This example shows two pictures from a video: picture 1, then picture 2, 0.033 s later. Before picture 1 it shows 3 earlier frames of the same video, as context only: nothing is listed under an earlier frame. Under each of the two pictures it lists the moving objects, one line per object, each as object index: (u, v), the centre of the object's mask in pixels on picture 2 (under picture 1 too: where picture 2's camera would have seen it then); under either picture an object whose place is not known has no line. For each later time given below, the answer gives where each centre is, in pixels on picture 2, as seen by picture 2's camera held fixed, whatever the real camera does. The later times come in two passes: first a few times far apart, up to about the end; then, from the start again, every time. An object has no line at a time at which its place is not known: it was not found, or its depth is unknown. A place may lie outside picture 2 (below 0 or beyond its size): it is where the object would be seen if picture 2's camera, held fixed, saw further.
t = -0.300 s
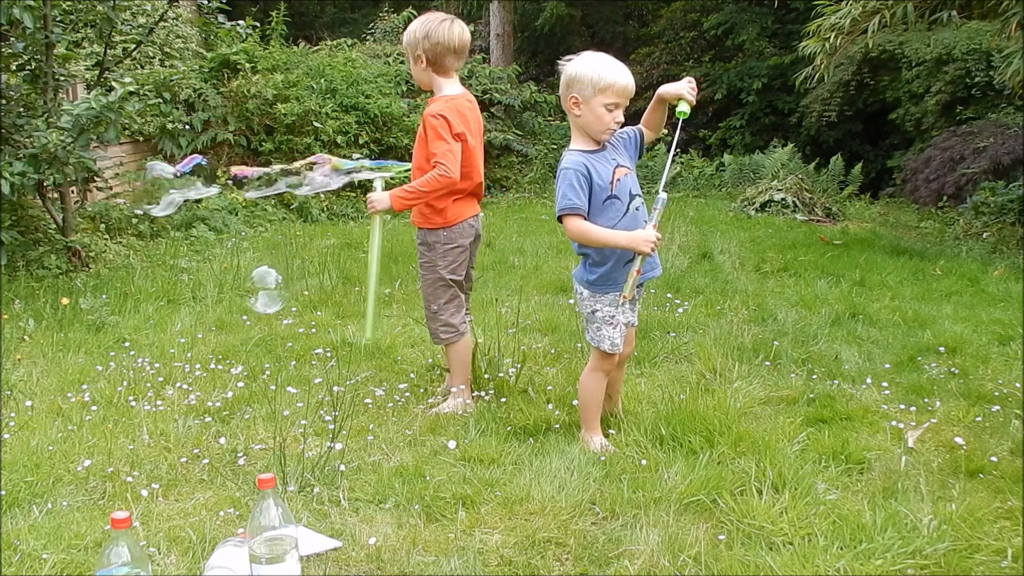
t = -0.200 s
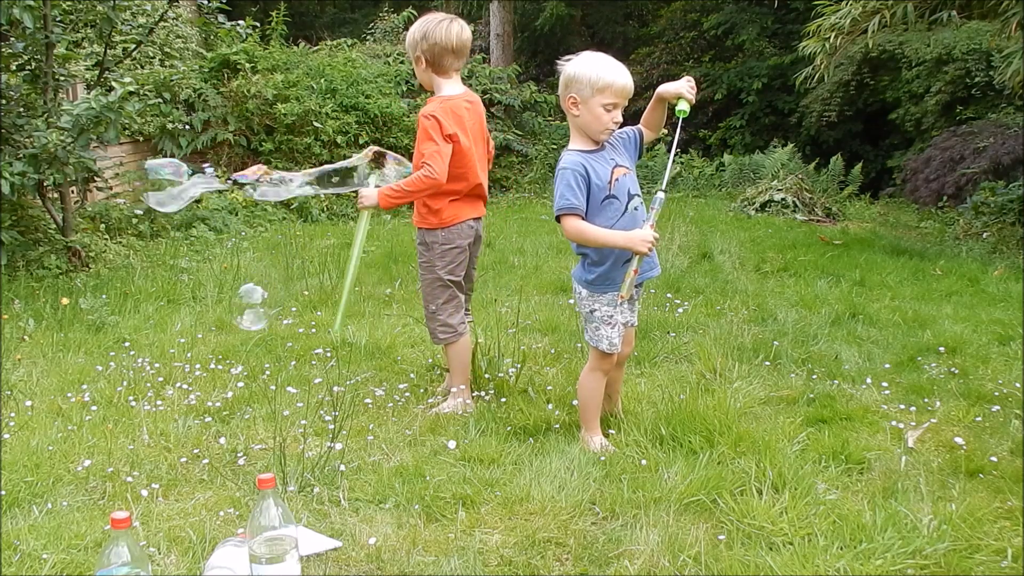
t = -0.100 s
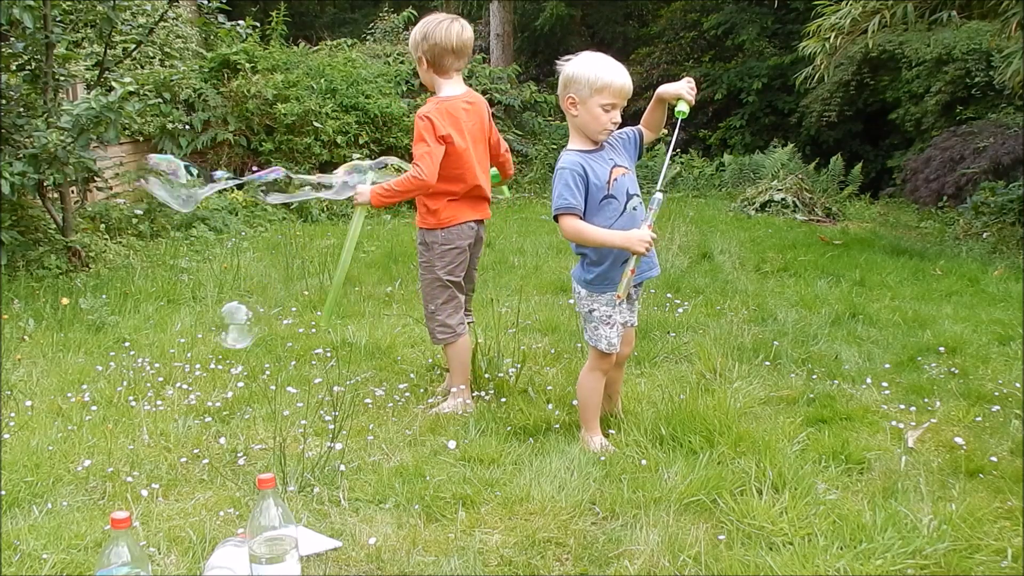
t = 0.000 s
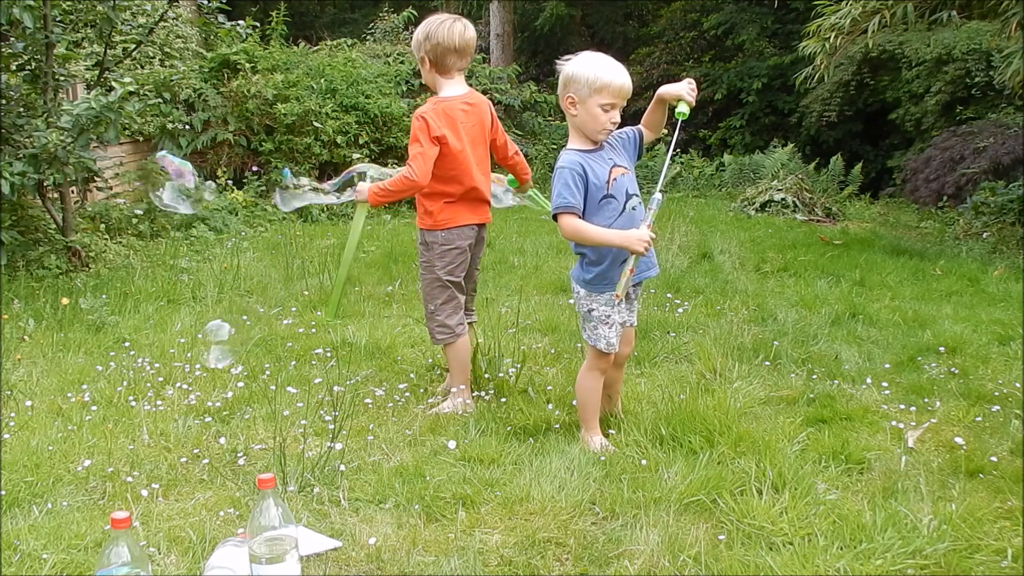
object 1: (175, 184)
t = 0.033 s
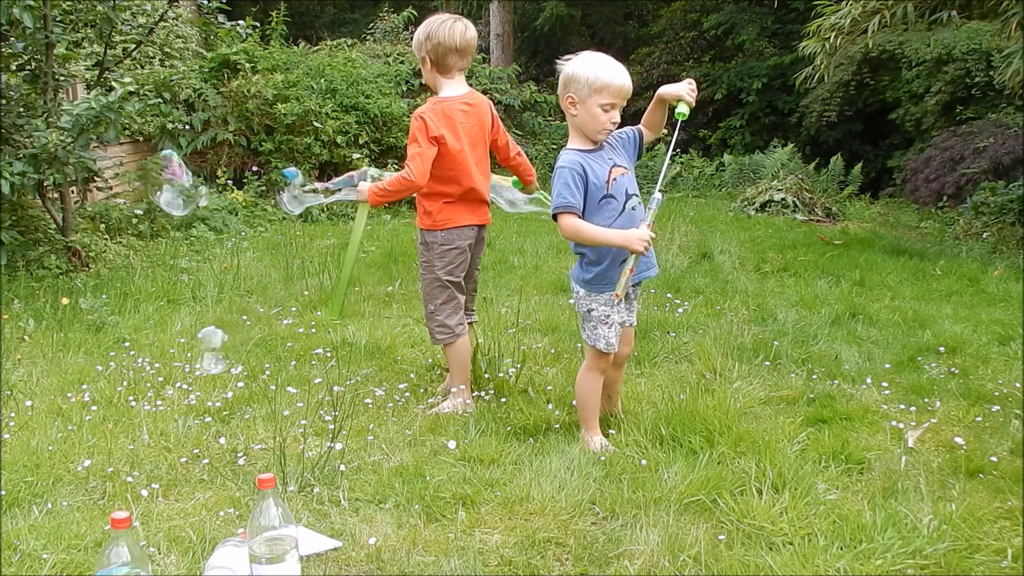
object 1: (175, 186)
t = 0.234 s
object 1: (160, 183)
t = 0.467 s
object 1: (140, 199)
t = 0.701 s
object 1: (117, 203)
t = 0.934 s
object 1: (87, 209)
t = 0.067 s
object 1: (171, 186)
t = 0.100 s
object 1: (166, 187)
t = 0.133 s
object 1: (165, 188)
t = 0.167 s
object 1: (163, 190)
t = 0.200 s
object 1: (162, 181)
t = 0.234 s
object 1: (160, 183)
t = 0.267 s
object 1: (159, 187)
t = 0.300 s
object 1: (154, 188)
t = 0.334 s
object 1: (152, 188)
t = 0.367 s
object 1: (149, 190)
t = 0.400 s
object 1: (146, 191)
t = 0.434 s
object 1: (143, 195)
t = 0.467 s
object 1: (140, 199)
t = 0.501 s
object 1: (134, 189)
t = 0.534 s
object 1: (135, 198)
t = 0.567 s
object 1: (131, 201)
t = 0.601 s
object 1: (125, 215)
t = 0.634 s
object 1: (124, 199)
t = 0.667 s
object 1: (119, 200)
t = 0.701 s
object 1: (117, 203)
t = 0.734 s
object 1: (113, 205)
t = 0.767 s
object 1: (109, 207)
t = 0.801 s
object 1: (105, 209)
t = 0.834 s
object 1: (103, 209)
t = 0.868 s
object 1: (98, 210)
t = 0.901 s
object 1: (94, 212)
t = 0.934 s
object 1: (87, 209)
